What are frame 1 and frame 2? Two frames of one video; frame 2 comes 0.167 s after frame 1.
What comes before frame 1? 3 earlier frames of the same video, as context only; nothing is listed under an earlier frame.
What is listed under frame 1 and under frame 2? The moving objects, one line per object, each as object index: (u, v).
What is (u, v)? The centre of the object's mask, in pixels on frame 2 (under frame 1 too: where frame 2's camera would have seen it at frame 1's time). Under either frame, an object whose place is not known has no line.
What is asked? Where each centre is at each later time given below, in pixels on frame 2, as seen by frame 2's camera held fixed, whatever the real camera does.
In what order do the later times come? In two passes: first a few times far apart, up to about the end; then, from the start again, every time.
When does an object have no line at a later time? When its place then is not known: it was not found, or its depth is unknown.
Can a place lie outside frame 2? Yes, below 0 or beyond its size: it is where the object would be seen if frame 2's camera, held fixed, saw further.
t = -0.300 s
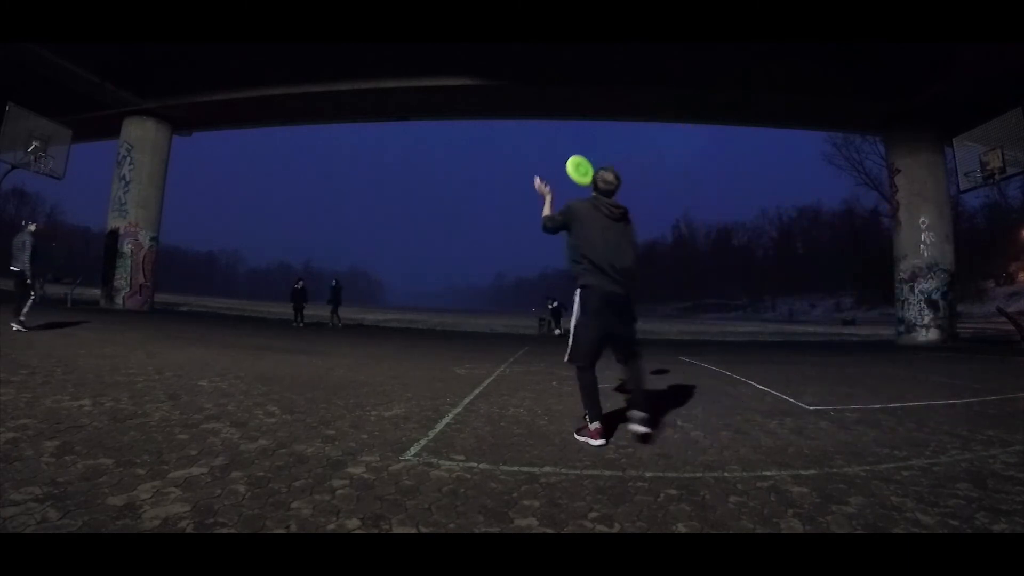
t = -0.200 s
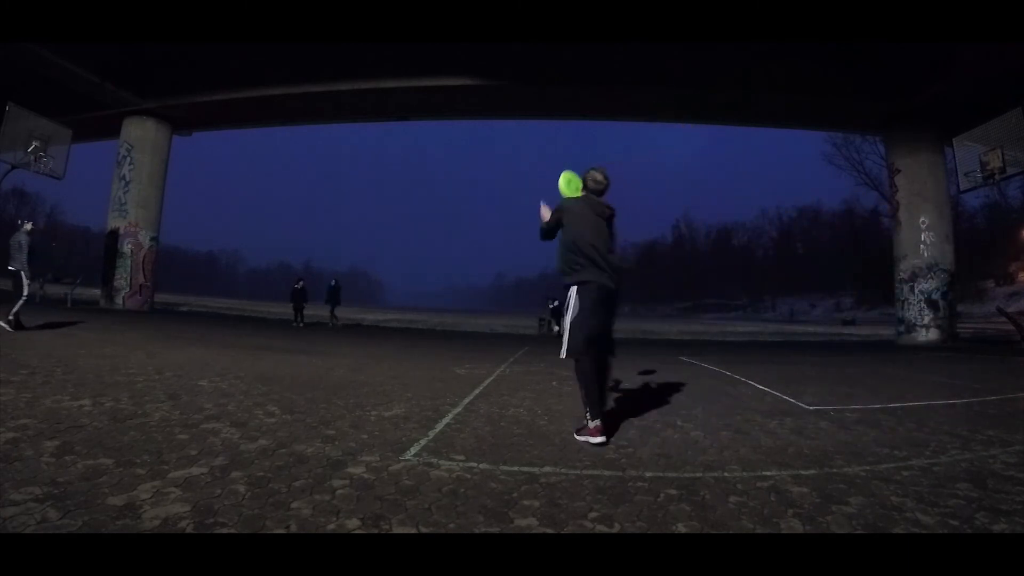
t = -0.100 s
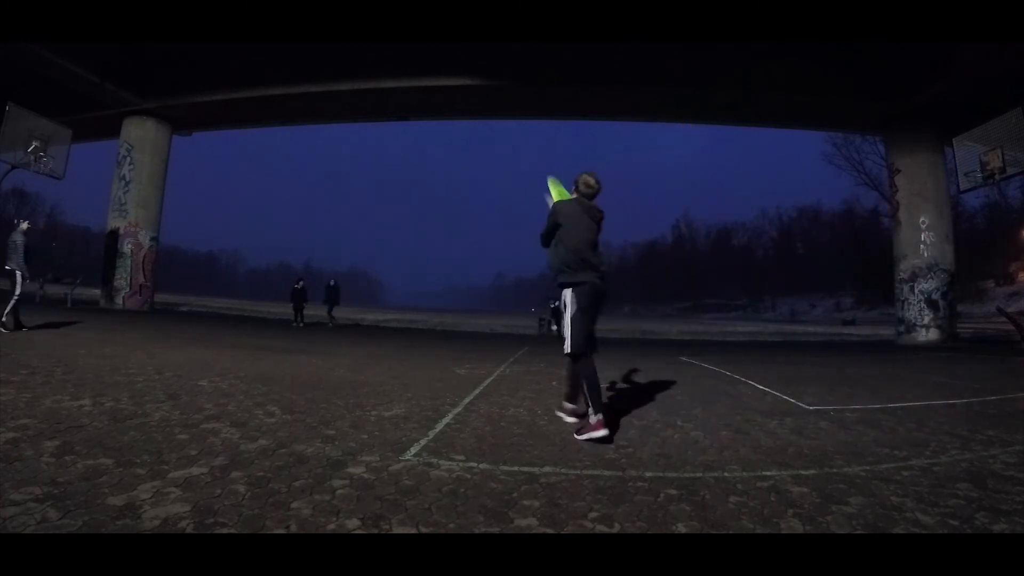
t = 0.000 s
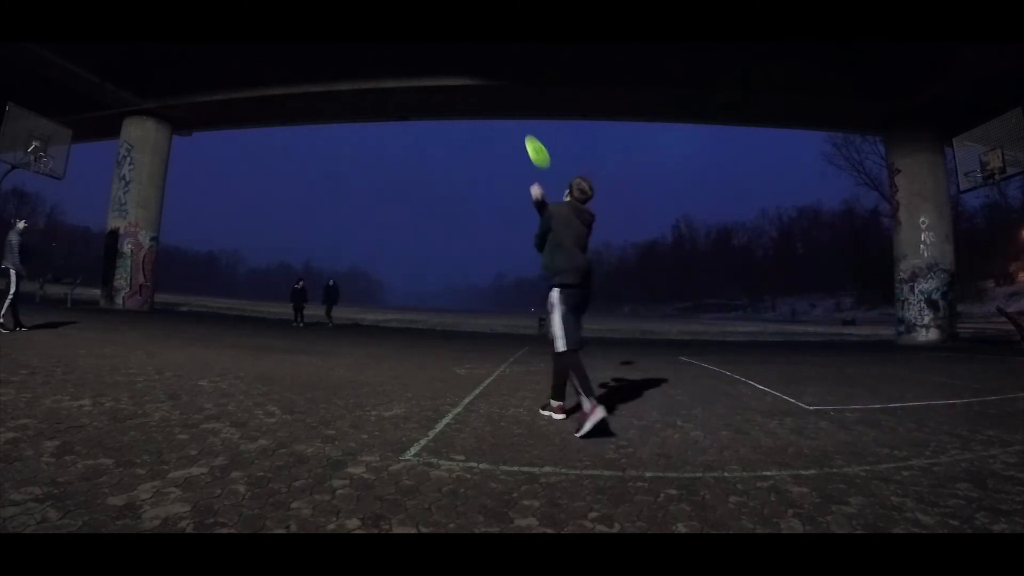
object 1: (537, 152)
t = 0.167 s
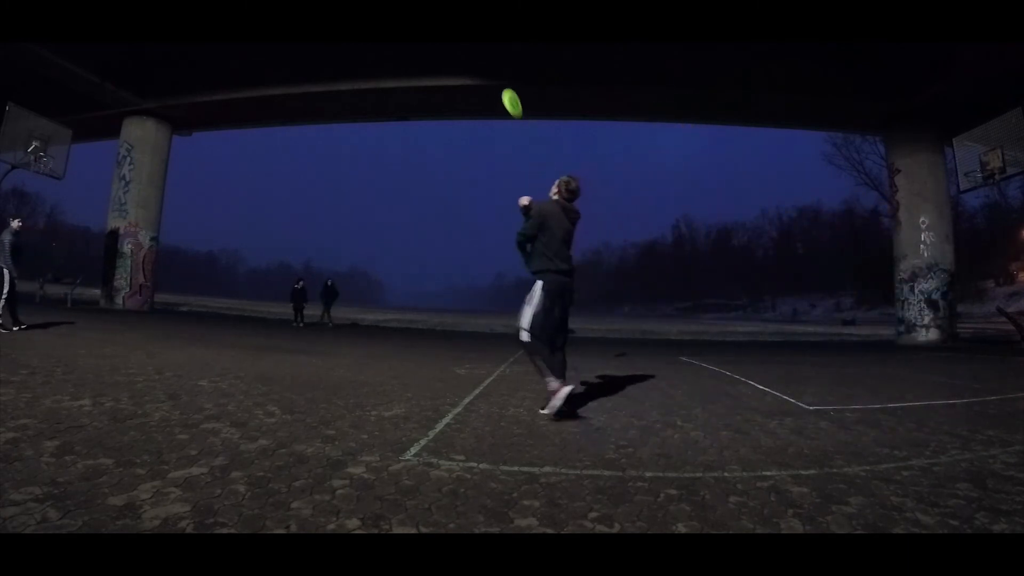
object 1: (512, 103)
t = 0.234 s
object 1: (506, 93)
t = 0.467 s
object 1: (488, 80)
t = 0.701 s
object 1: (472, 112)
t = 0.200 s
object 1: (509, 98)
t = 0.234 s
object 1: (506, 93)
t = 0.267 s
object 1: (502, 87)
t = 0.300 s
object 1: (500, 84)
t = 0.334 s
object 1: (497, 82)
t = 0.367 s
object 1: (495, 80)
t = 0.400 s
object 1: (492, 79)
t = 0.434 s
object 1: (490, 79)
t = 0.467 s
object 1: (488, 80)
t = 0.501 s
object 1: (485, 82)
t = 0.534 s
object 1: (483, 84)
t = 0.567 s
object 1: (481, 88)
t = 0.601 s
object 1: (478, 93)
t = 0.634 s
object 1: (477, 98)
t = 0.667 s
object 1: (475, 104)
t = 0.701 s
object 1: (472, 112)
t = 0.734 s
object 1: (471, 120)
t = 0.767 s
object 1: (470, 129)
